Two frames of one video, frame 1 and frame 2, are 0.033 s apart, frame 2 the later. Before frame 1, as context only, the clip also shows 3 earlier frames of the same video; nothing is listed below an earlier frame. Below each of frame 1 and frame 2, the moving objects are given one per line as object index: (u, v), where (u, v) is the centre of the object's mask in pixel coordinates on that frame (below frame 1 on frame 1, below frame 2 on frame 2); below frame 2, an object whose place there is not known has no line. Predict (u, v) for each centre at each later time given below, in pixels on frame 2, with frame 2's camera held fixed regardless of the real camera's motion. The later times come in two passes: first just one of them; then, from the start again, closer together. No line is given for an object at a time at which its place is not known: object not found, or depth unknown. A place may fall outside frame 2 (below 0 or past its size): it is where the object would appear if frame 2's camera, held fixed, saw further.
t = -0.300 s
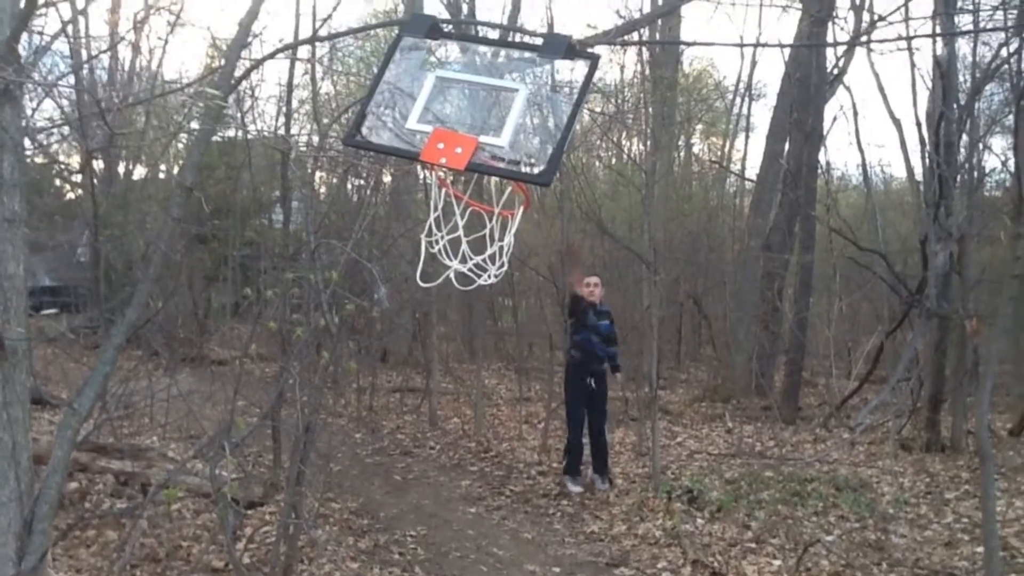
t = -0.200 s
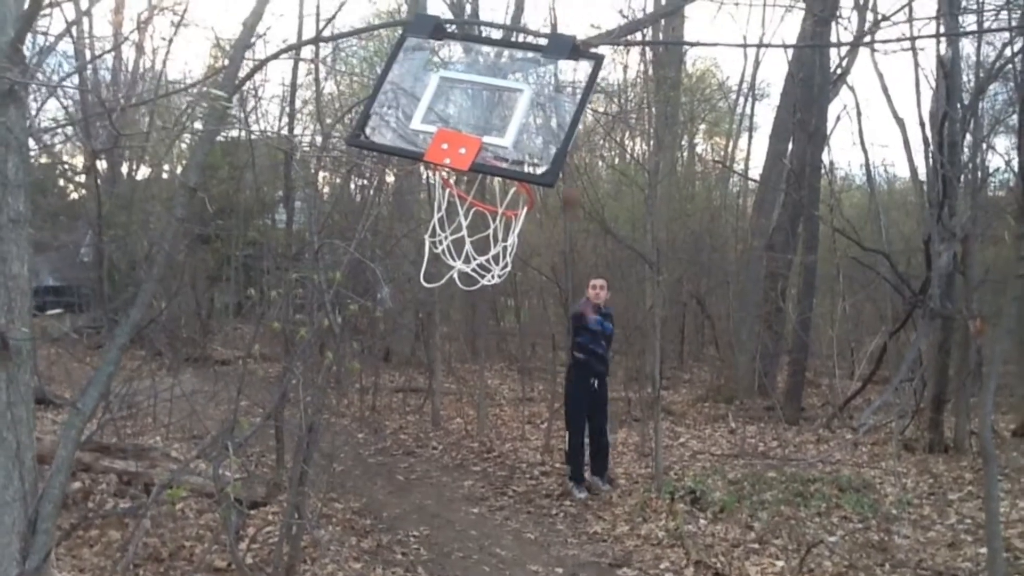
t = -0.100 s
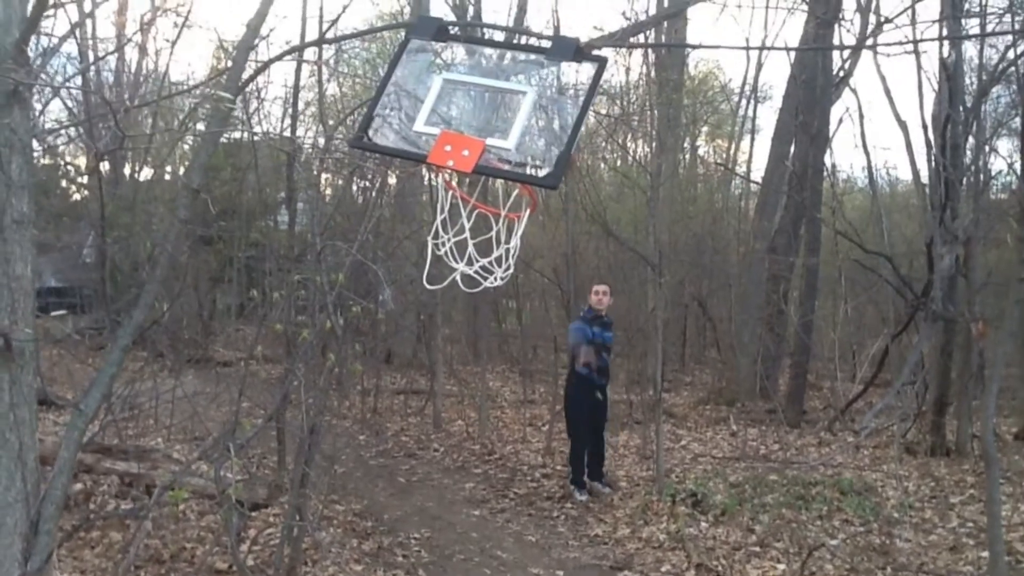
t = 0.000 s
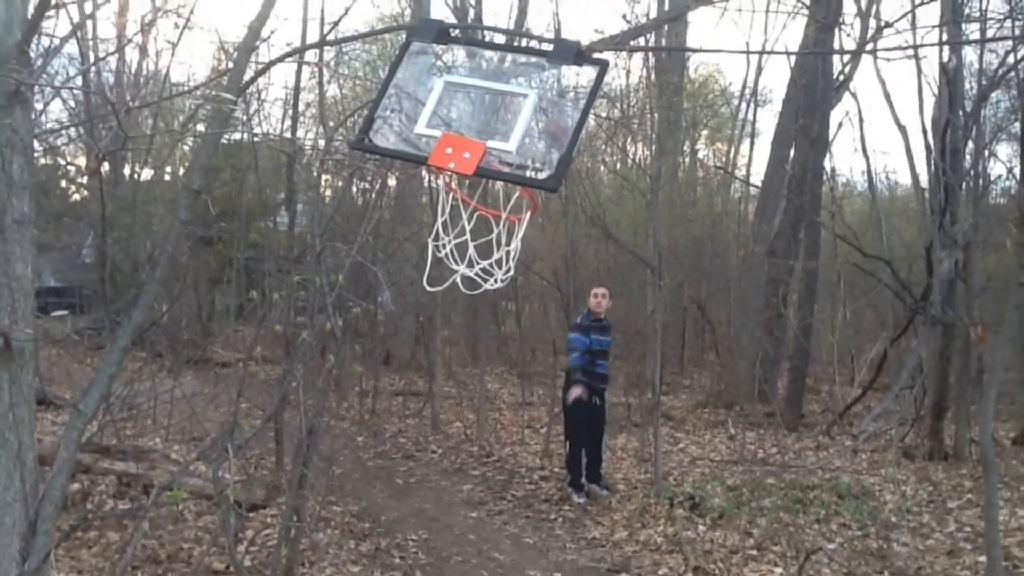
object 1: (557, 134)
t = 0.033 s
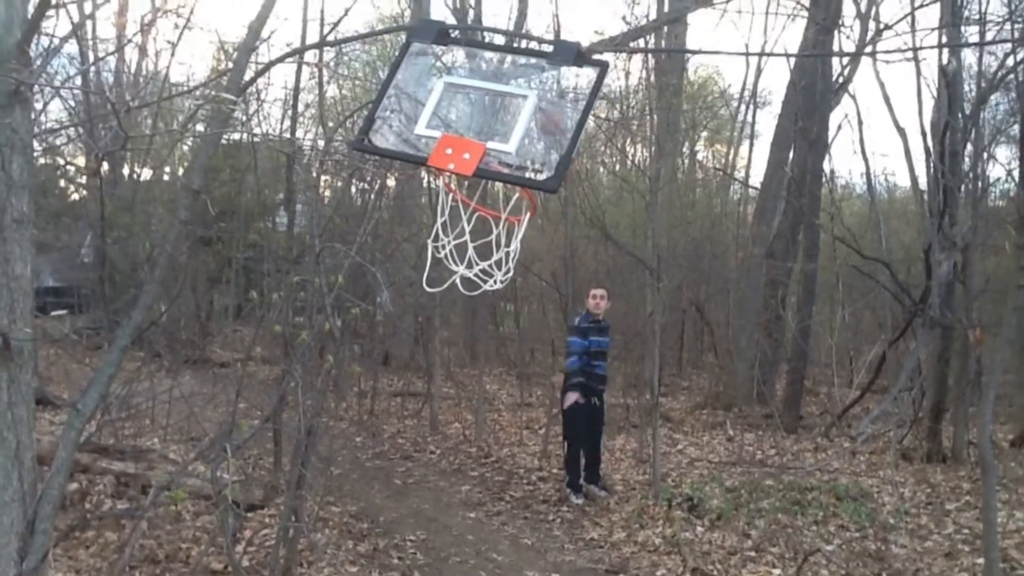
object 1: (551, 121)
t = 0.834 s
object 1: (220, 480)
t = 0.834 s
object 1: (220, 480)
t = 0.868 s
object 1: (194, 541)
